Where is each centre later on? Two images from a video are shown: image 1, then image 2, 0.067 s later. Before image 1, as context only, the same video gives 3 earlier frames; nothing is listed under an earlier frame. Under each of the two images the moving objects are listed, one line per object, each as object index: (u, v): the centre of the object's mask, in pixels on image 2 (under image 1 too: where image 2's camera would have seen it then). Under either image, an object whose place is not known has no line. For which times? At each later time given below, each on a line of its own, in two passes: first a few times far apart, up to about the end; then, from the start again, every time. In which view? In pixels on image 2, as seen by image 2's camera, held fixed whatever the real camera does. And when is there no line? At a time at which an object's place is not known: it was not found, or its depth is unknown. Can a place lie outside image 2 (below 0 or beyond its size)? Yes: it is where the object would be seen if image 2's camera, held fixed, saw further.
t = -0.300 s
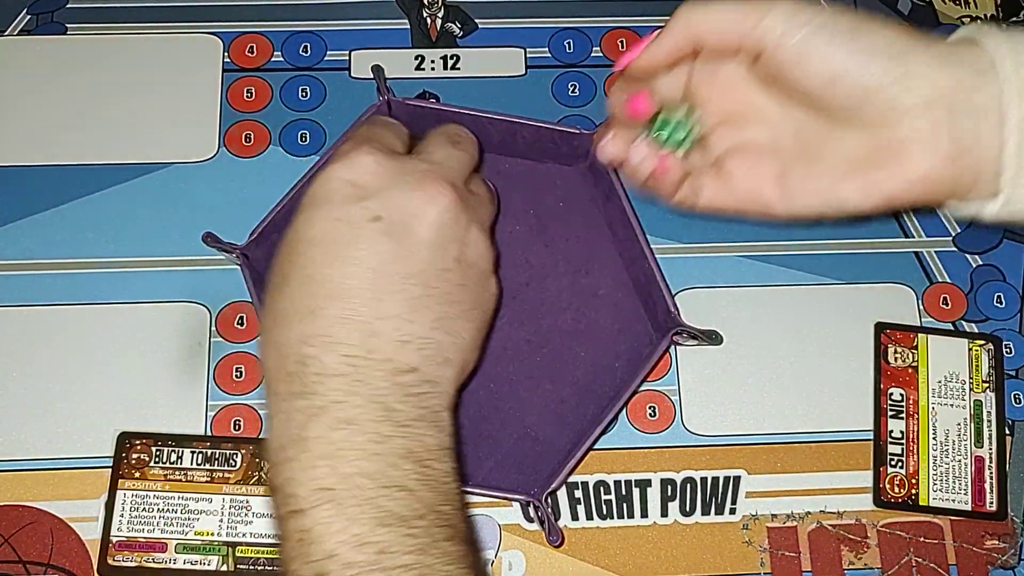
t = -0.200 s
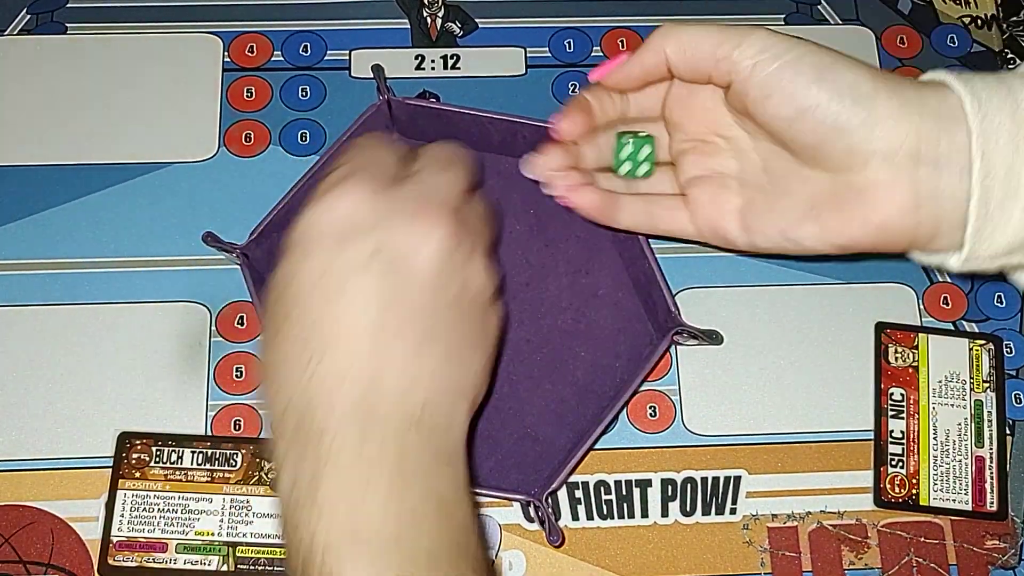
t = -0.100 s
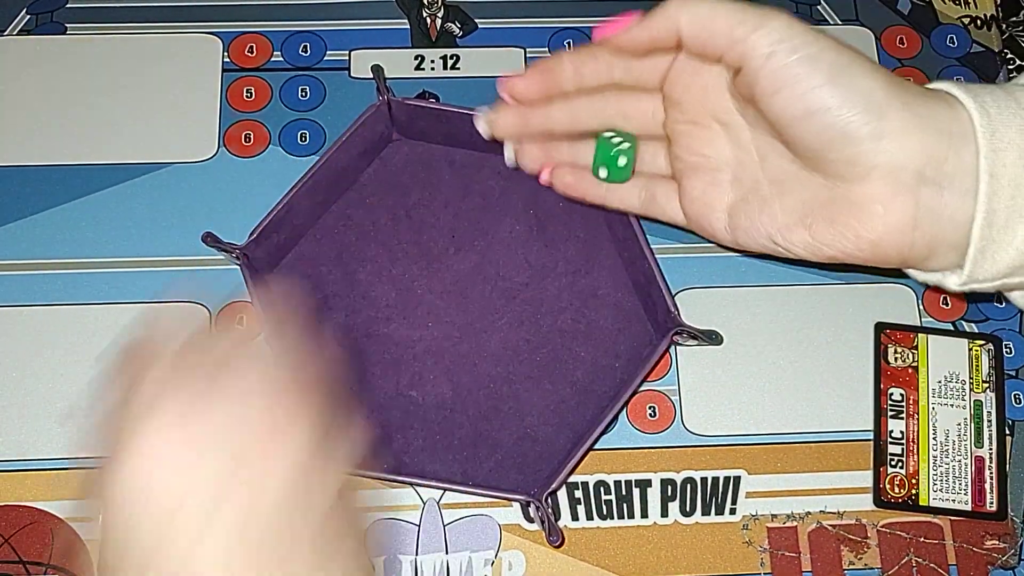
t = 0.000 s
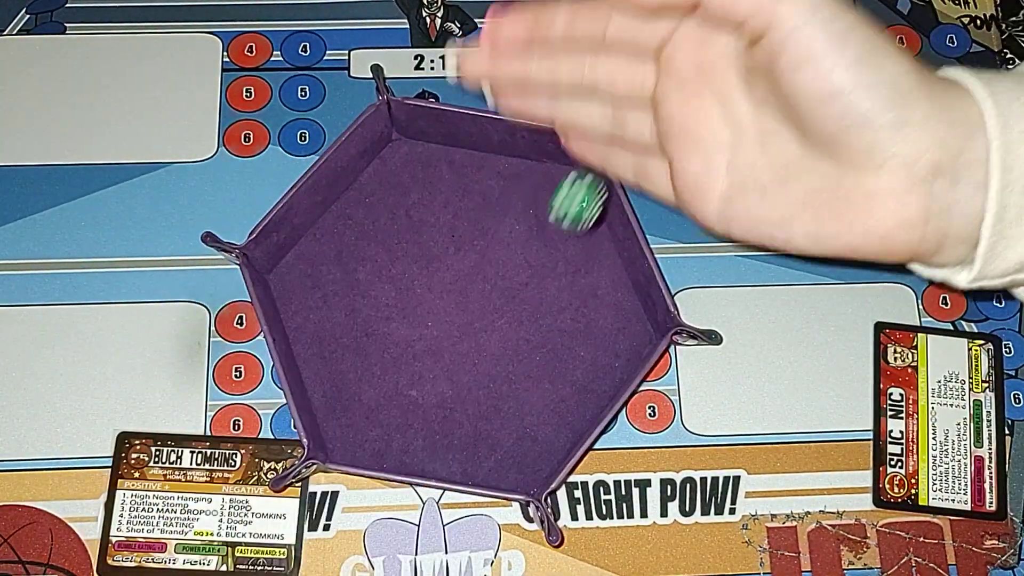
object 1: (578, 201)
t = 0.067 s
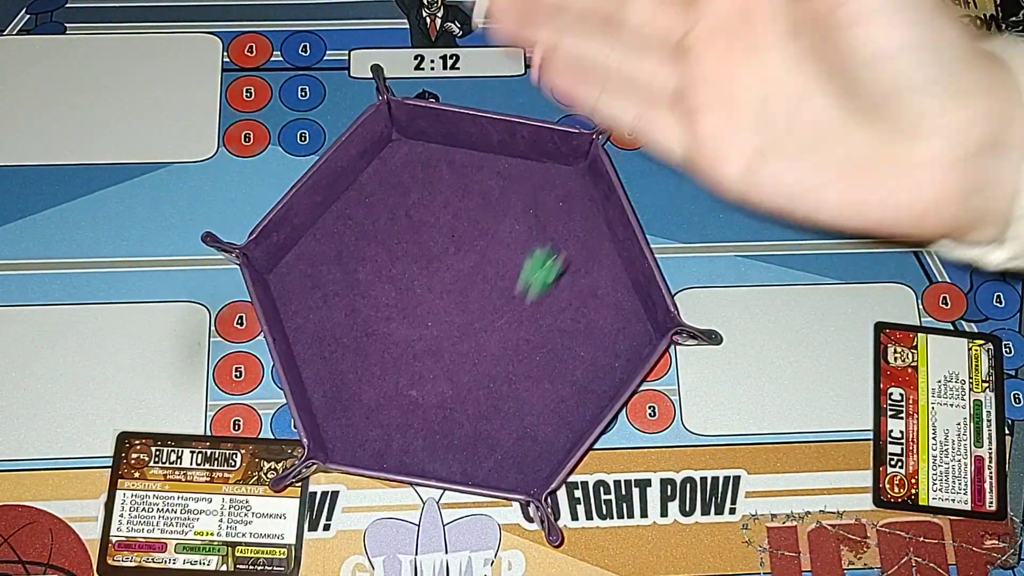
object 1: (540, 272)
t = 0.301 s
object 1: (361, 328)
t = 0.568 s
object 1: (305, 328)
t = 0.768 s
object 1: (305, 328)
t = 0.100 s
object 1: (519, 294)
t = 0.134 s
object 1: (490, 302)
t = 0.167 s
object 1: (463, 314)
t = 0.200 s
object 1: (436, 317)
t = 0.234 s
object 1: (409, 320)
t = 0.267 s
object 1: (383, 326)
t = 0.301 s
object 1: (361, 328)
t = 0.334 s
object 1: (341, 328)
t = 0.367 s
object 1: (326, 328)
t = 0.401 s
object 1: (311, 328)
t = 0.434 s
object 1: (306, 323)
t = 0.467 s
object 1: (305, 320)
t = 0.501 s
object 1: (301, 323)
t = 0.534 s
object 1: (302, 327)
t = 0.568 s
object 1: (305, 328)
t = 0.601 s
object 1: (305, 328)
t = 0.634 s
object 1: (305, 328)
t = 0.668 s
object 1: (305, 328)
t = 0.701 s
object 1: (305, 328)
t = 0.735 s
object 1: (305, 328)
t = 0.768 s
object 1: (305, 328)
